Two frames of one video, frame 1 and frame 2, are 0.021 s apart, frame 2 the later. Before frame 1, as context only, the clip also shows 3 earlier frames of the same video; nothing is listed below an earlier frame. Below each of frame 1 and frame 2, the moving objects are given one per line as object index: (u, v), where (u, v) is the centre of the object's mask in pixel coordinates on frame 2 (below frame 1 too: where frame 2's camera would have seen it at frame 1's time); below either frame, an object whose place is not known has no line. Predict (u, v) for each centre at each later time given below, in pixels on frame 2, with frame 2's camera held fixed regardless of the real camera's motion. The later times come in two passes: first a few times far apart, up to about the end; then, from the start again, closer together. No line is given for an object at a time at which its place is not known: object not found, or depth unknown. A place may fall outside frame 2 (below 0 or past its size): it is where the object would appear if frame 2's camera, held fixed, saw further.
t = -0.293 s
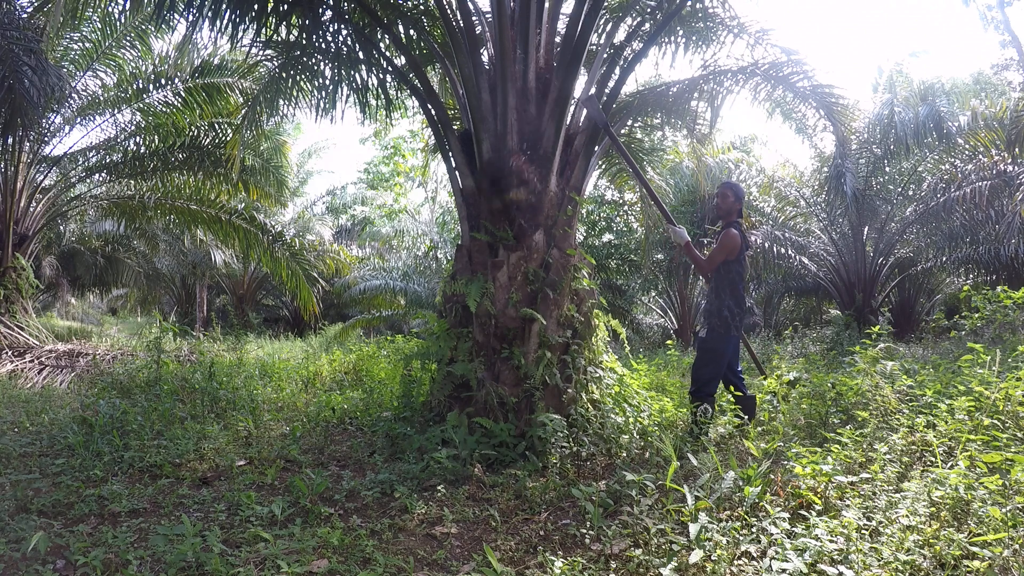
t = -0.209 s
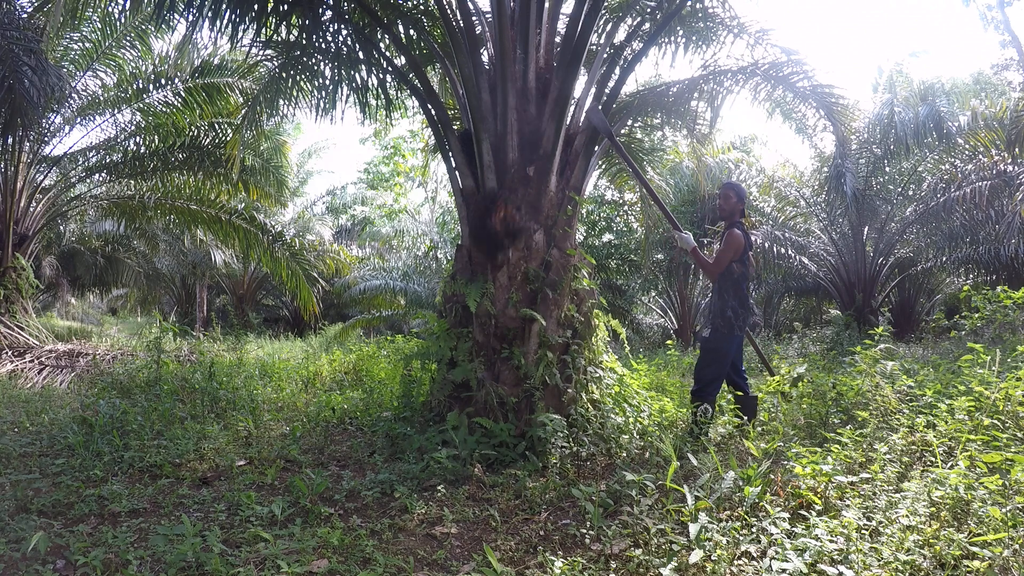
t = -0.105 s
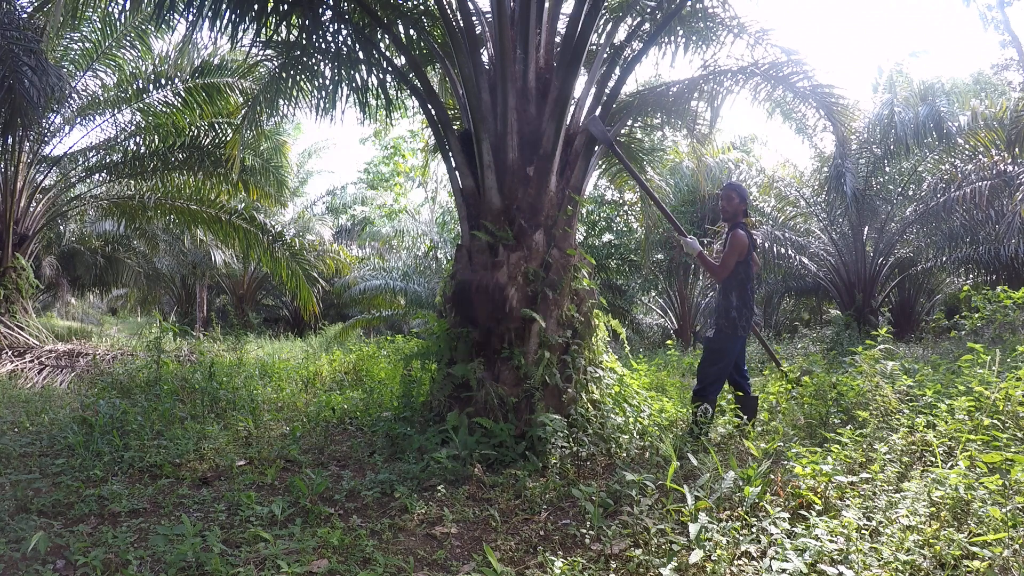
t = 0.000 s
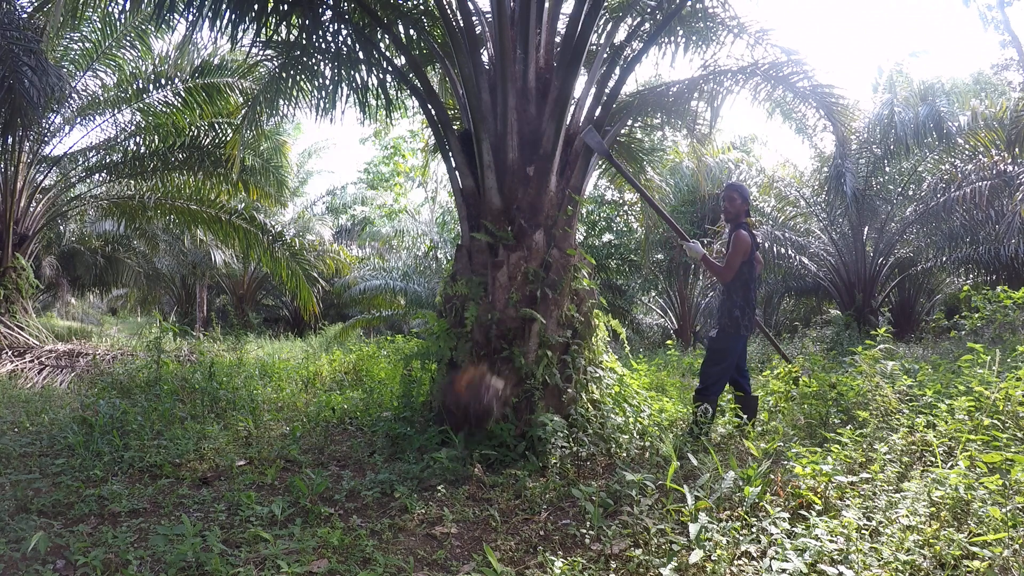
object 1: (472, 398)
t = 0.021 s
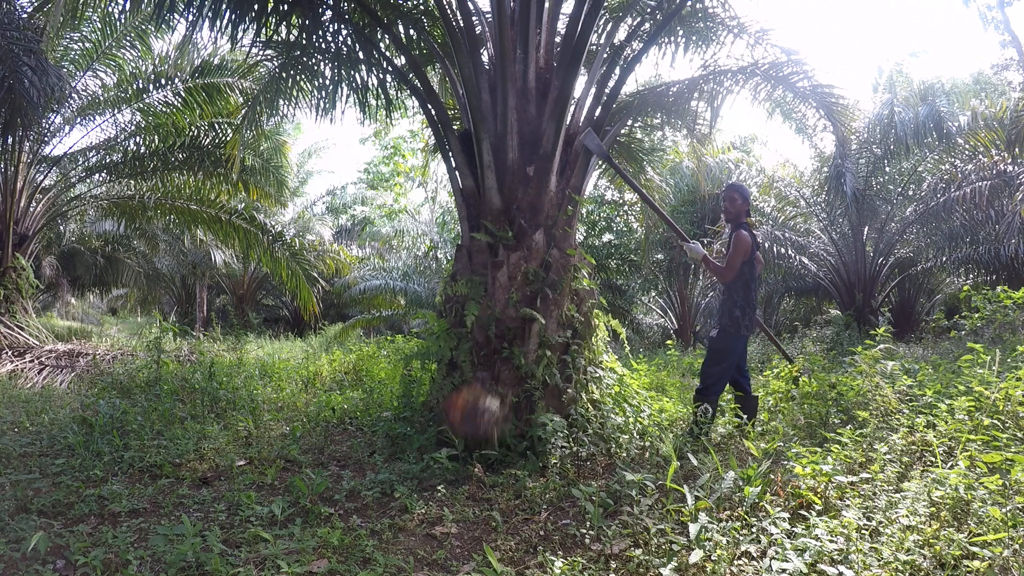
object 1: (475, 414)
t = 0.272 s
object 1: (454, 456)
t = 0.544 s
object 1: (460, 475)
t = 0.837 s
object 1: (455, 471)
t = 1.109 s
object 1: (455, 473)
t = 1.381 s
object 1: (458, 475)
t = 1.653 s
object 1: (457, 474)
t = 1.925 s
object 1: (457, 474)
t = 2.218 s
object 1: (457, 474)
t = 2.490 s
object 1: (457, 474)
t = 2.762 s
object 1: (457, 474)
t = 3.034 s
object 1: (457, 474)
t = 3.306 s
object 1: (458, 474)
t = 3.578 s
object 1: (457, 474)
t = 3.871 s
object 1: (457, 474)
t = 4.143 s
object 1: (457, 474)
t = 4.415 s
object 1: (457, 475)
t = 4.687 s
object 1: (458, 475)
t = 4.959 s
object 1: (457, 475)
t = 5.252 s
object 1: (458, 475)
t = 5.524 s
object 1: (458, 474)
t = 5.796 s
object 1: (457, 474)
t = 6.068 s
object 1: (457, 474)
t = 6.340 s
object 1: (457, 474)
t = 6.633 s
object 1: (457, 474)
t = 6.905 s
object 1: (457, 474)
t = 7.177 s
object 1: (457, 474)
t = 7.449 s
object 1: (457, 474)
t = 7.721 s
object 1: (457, 474)
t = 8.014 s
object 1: (457, 474)
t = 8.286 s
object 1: (457, 475)
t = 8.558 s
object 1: (457, 475)
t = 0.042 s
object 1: (475, 436)
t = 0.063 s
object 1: (474, 443)
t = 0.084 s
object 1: (469, 440)
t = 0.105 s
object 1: (468, 438)
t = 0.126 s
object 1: (466, 437)
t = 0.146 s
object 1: (465, 440)
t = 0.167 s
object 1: (462, 435)
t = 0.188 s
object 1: (459, 434)
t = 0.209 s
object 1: (460, 441)
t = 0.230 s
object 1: (459, 447)
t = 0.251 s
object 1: (456, 451)
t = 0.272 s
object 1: (454, 456)
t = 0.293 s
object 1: (454, 462)
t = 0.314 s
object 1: (453, 472)
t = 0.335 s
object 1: (452, 476)
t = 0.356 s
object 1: (453, 475)
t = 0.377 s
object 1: (454, 474)
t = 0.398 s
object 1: (455, 474)
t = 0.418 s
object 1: (456, 474)
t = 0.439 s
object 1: (456, 474)
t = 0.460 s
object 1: (457, 474)
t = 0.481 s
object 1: (458, 475)
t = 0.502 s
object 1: (459, 475)
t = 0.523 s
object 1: (459, 475)
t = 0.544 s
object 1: (460, 475)
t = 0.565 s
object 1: (460, 475)
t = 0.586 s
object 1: (460, 475)
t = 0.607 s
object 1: (460, 475)
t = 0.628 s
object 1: (460, 475)
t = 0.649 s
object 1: (459, 475)
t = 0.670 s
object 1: (459, 475)
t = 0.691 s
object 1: (459, 475)
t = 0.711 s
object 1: (458, 474)
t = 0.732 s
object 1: (458, 473)
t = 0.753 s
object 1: (457, 473)
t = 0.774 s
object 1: (457, 472)
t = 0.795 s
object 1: (457, 472)
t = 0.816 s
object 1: (456, 472)
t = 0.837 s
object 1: (455, 471)
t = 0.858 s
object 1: (454, 471)
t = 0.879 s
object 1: (453, 471)
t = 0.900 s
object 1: (453, 471)
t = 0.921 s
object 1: (452, 471)
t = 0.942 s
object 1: (452, 471)
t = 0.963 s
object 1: (452, 471)
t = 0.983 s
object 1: (452, 471)
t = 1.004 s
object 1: (452, 471)
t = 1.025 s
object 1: (453, 471)
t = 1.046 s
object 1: (453, 472)
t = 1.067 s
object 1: (454, 472)
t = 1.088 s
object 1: (454, 472)
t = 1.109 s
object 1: (455, 473)
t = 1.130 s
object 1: (455, 473)
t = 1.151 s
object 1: (456, 474)
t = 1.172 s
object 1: (456, 474)
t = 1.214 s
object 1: (457, 474)
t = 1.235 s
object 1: (458, 475)
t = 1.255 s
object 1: (458, 475)
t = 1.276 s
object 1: (458, 476)
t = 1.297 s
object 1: (458, 476)
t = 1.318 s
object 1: (458, 476)
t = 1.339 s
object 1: (458, 476)
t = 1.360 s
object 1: (458, 475)
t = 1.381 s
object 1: (458, 475)
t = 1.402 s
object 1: (457, 475)
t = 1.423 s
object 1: (457, 474)
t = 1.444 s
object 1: (457, 474)
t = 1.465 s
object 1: (456, 474)
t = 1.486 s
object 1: (457, 474)
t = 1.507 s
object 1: (456, 473)
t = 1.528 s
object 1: (456, 474)
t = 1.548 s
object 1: (456, 473)
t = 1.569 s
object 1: (456, 474)
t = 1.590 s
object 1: (457, 474)
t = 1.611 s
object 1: (457, 474)
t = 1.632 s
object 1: (457, 474)
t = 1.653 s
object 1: (457, 474)
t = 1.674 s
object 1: (457, 474)
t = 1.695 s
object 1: (457, 474)
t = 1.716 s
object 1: (457, 474)
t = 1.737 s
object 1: (457, 474)
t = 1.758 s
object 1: (457, 474)
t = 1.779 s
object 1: (457, 474)
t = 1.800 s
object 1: (457, 474)
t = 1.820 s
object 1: (457, 474)
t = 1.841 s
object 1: (457, 474)
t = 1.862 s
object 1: (457, 474)
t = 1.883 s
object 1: (457, 474)
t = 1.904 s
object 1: (457, 474)
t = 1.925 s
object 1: (457, 474)
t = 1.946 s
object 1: (457, 474)
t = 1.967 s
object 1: (457, 474)
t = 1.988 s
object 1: (457, 474)
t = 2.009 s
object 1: (457, 474)
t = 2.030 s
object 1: (457, 474)
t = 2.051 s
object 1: (457, 474)
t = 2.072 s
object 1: (457, 474)
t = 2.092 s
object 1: (457, 474)
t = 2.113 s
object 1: (457, 474)
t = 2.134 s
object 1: (457, 474)
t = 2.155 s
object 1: (457, 474)
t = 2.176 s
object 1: (457, 474)
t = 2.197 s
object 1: (457, 474)
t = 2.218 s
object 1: (457, 474)
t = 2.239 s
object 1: (457, 474)
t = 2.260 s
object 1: (457, 474)
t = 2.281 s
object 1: (457, 474)
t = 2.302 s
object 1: (457, 474)
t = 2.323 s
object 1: (457, 474)
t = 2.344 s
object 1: (457, 474)
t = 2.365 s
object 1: (457, 474)
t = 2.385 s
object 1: (457, 474)
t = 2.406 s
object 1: (457, 474)
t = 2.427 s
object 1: (457, 474)
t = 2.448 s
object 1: (457, 474)
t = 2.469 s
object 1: (457, 474)
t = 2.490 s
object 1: (457, 474)
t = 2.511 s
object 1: (457, 474)
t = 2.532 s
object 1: (457, 474)
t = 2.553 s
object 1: (458, 474)
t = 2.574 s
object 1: (457, 474)
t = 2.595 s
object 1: (457, 474)
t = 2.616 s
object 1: (457, 474)
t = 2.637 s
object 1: (457, 474)
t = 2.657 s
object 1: (457, 474)
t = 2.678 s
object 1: (457, 474)
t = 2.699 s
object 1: (457, 474)
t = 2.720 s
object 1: (457, 474)
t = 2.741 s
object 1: (457, 474)
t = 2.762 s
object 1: (457, 474)
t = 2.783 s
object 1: (457, 474)
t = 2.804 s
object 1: (457, 474)
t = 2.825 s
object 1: (457, 474)
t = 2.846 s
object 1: (457, 474)
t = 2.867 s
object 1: (457, 474)
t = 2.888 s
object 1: (457, 474)
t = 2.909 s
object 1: (457, 474)
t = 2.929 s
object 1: (457, 474)
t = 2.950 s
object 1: (457, 474)
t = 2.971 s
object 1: (457, 474)
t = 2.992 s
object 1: (457, 474)
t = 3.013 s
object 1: (457, 474)
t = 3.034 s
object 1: (457, 474)
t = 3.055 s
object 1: (457, 474)
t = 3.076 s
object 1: (457, 474)
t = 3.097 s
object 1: (457, 474)
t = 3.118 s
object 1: (457, 474)
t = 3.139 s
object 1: (457, 474)
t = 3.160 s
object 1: (457, 474)
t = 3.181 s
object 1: (457, 474)
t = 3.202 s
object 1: (457, 474)
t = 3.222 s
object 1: (457, 474)
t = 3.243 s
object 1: (457, 475)
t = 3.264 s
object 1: (458, 475)
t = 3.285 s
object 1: (458, 475)
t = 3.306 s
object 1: (458, 474)
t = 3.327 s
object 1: (458, 474)
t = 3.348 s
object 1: (458, 474)
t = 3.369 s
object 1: (458, 474)
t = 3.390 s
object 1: (458, 474)
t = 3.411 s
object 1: (458, 474)
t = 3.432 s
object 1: (457, 474)
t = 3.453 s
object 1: (457, 474)
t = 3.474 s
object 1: (457, 474)
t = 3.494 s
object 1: (457, 474)
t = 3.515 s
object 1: (457, 474)
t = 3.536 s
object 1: (457, 474)
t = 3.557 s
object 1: (457, 474)
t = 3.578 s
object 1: (457, 474)
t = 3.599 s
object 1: (457, 474)
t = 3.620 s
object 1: (457, 474)
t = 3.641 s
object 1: (457, 474)
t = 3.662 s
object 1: (457, 474)
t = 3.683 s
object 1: (457, 474)
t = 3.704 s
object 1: (457, 474)
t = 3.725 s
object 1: (457, 474)
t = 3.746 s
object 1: (457, 474)
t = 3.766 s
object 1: (457, 474)
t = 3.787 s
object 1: (457, 474)
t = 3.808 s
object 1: (457, 474)
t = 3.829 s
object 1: (457, 474)
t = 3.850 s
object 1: (457, 474)
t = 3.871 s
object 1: (457, 474)
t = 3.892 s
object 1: (457, 474)
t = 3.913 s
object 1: (457, 474)
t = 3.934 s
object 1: (457, 474)
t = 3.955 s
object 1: (457, 474)
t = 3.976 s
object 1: (457, 475)
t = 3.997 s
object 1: (457, 474)
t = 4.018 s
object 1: (457, 475)
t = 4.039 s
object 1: (457, 475)
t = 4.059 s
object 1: (457, 475)
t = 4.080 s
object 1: (457, 475)
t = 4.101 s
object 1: (457, 475)
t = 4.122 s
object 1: (457, 474)
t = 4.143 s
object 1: (457, 474)
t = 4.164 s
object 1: (457, 474)
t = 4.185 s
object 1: (457, 475)
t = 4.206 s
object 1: (457, 475)
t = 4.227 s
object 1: (457, 475)
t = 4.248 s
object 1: (457, 475)
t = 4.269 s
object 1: (457, 475)
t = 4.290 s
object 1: (457, 475)
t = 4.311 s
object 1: (457, 475)
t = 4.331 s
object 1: (457, 474)
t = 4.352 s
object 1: (457, 475)
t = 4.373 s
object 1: (457, 475)
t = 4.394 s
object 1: (458, 475)
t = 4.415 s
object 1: (457, 475)
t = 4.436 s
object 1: (458, 475)
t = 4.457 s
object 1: (458, 475)
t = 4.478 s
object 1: (458, 475)
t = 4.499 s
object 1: (458, 475)
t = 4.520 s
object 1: (458, 475)
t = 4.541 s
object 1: (457, 475)
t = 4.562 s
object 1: (457, 475)
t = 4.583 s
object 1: (458, 475)
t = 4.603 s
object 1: (458, 475)
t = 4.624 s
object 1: (458, 475)
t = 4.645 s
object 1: (458, 475)
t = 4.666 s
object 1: (458, 475)
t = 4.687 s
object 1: (458, 475)
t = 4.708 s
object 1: (458, 475)
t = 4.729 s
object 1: (458, 475)
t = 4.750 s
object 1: (458, 475)
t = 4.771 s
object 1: (458, 475)
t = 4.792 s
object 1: (458, 475)
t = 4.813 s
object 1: (458, 475)
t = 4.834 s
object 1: (458, 475)
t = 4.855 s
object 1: (458, 475)
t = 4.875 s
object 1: (458, 475)
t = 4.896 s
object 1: (458, 475)
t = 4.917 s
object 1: (458, 475)
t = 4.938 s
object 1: (458, 475)
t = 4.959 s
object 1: (457, 475)
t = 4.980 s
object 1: (458, 475)
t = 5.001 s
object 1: (458, 475)
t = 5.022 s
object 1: (458, 475)
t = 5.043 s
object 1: (458, 475)
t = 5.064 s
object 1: (458, 475)
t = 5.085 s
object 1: (458, 475)
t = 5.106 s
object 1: (458, 475)
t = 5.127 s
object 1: (458, 475)
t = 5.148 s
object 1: (458, 475)
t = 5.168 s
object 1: (458, 475)
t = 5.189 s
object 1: (458, 475)
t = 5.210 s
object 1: (458, 475)
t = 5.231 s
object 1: (458, 475)
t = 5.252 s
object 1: (458, 475)
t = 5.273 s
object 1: (458, 475)
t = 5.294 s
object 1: (458, 475)
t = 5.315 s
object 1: (458, 475)
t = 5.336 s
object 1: (458, 475)
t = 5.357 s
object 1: (458, 475)
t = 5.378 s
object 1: (458, 475)
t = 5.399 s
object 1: (458, 475)
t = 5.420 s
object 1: (458, 475)
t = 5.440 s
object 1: (458, 474)
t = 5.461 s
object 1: (458, 474)
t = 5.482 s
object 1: (458, 474)
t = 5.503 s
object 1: (458, 474)
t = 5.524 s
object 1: (458, 474)
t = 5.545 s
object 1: (458, 474)
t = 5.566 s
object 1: (458, 474)
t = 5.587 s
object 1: (458, 474)
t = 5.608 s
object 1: (458, 474)
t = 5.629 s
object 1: (458, 474)
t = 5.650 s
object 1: (458, 474)
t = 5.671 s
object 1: (458, 474)
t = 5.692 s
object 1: (458, 474)
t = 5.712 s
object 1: (458, 474)
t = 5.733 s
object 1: (458, 474)
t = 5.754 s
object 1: (457, 474)
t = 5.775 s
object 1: (457, 474)
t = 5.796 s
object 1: (457, 474)
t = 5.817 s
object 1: (457, 474)
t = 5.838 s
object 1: (457, 474)
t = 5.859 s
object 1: (457, 474)
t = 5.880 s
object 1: (457, 474)
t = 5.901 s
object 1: (457, 474)
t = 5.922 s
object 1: (457, 474)
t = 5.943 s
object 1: (458, 474)
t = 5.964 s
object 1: (457, 474)
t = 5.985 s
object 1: (457, 474)
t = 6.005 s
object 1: (457, 474)
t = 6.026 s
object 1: (457, 474)
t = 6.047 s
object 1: (457, 474)
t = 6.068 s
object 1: (457, 474)
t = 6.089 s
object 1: (457, 474)
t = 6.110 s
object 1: (457, 474)
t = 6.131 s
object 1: (457, 474)
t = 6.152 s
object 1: (457, 474)
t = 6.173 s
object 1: (457, 474)
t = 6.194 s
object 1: (457, 474)
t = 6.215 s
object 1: (457, 474)
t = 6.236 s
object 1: (457, 474)
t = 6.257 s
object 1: (457, 474)
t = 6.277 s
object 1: (457, 474)
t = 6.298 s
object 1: (457, 474)
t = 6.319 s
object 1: (457, 474)
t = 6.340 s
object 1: (457, 474)
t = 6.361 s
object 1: (457, 474)
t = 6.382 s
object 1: (457, 474)
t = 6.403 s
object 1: (457, 474)
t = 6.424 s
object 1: (457, 474)
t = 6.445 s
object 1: (457, 474)
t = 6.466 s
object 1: (457, 474)
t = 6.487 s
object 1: (457, 474)
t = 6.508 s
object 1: (457, 474)
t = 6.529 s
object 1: (457, 474)
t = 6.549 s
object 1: (457, 474)
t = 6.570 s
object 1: (457, 474)
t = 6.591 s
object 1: (457, 474)
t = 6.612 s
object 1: (457, 474)
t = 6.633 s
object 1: (457, 474)
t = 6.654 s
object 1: (457, 474)
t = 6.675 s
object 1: (457, 474)
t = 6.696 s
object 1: (457, 474)
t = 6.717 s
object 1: (457, 474)
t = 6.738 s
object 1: (457, 474)
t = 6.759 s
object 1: (457, 474)
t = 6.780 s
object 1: (457, 474)
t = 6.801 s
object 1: (457, 474)
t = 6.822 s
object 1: (457, 474)
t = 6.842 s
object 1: (457, 474)
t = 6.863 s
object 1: (457, 474)
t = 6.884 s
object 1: (457, 474)
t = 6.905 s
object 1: (457, 474)
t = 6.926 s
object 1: (457, 474)
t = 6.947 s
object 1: (457, 474)
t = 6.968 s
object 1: (458, 474)
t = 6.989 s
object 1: (457, 474)
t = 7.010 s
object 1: (457, 474)
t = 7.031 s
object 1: (457, 474)
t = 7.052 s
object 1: (457, 474)
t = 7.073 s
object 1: (457, 474)
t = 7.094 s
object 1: (457, 474)
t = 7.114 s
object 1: (457, 474)
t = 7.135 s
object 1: (457, 474)
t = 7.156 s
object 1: (457, 474)
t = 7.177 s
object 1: (457, 474)
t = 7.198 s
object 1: (457, 474)
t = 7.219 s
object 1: (457, 474)
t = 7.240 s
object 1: (457, 474)
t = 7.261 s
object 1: (457, 474)
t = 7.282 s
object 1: (457, 474)
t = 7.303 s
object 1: (457, 474)
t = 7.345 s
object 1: (457, 474)
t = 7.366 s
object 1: (457, 474)
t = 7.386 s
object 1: (457, 474)
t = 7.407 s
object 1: (457, 474)
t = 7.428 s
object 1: (457, 474)
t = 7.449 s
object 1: (457, 474)
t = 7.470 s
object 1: (457, 474)
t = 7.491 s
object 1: (457, 474)
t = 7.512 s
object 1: (457, 474)
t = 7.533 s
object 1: (457, 474)
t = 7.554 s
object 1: (457, 474)
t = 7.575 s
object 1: (457, 474)
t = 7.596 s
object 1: (457, 474)
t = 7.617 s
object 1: (457, 474)
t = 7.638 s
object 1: (457, 474)
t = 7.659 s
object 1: (457, 474)
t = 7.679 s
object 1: (457, 474)
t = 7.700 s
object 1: (457, 474)
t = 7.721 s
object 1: (457, 474)
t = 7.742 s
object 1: (457, 474)
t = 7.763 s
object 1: (457, 474)
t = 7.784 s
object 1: (457, 474)
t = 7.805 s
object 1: (457, 474)
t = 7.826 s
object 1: (457, 474)
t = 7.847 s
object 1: (457, 474)
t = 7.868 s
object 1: (457, 474)
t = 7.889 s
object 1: (457, 474)
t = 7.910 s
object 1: (457, 474)
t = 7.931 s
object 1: (457, 474)
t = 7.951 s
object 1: (457, 474)
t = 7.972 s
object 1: (457, 474)
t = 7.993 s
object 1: (457, 474)
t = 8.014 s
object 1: (457, 474)
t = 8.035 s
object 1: (457, 474)
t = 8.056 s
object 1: (457, 474)
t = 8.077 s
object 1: (457, 474)
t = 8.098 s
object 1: (457, 474)
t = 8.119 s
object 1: (457, 474)
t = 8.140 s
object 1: (457, 474)
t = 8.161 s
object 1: (457, 474)
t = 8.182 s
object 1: (457, 474)
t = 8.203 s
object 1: (457, 474)
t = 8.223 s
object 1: (457, 474)
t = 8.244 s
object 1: (457, 474)
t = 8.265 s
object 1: (457, 474)
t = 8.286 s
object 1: (457, 475)
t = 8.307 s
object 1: (457, 475)
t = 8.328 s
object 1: (457, 474)
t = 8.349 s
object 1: (457, 474)
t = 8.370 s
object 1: (458, 475)
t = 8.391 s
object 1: (457, 474)
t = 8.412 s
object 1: (457, 475)
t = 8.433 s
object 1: (457, 475)
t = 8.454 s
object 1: (457, 474)
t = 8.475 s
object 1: (457, 475)
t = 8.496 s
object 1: (457, 475)
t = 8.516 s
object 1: (457, 475)
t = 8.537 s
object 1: (457, 474)
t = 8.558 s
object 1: (457, 475)
